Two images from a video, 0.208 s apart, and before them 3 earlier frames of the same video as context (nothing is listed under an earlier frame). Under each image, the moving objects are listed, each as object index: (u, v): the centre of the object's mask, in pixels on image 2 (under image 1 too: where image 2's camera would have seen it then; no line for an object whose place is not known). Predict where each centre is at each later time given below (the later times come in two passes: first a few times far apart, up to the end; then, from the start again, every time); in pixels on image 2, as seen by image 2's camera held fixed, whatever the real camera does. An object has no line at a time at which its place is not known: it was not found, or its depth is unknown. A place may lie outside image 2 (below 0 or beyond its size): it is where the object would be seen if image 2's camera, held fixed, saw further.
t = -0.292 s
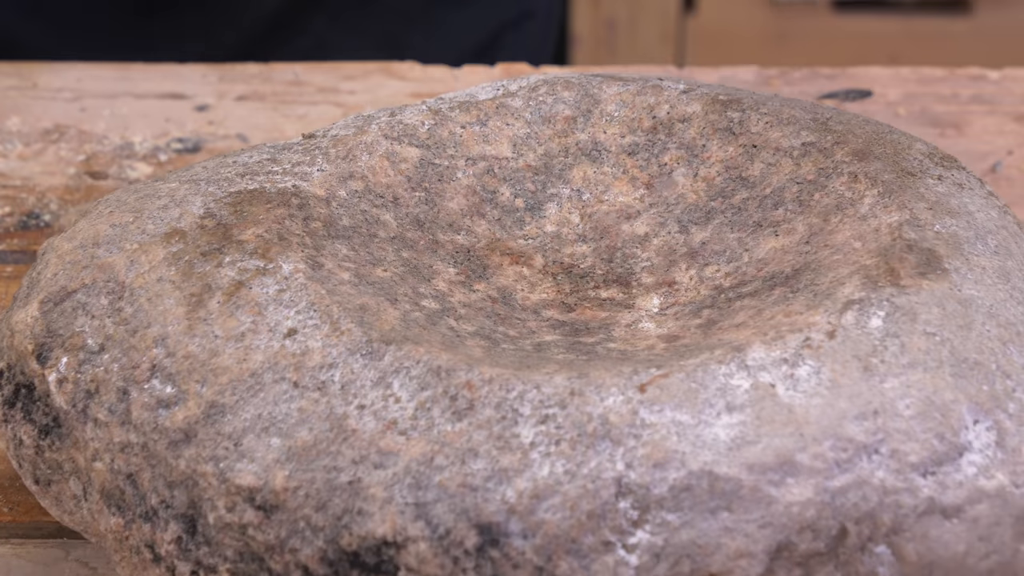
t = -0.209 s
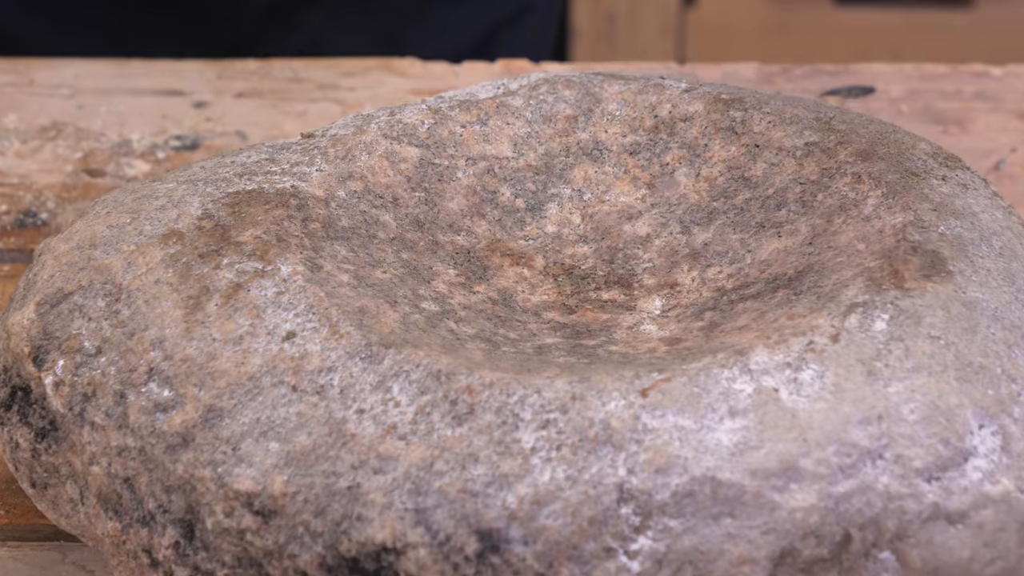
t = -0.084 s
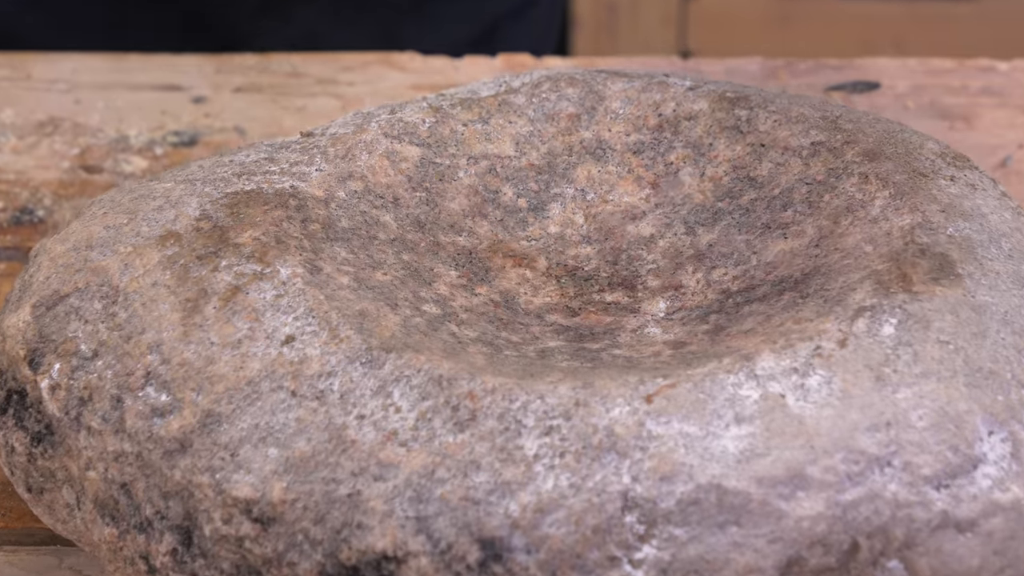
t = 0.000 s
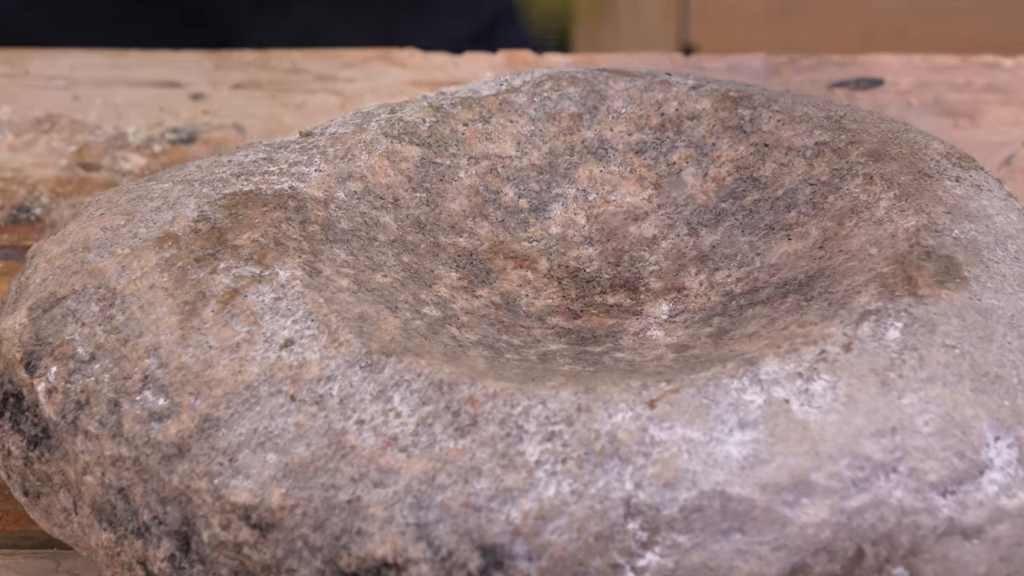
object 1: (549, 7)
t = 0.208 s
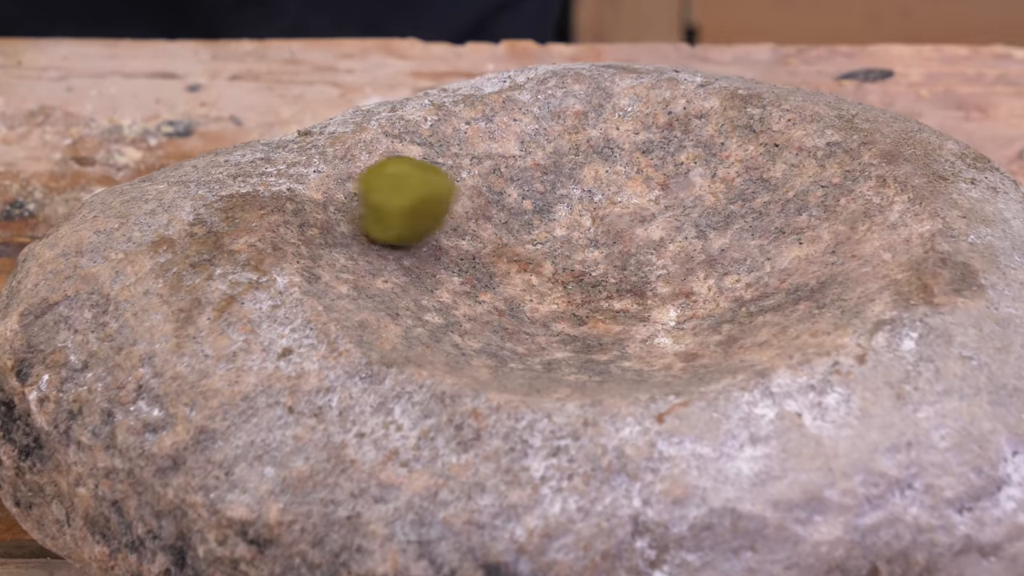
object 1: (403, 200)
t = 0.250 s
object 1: (434, 206)
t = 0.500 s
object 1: (701, 218)
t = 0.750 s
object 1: (541, 257)
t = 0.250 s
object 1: (434, 206)
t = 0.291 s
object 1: (482, 200)
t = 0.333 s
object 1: (531, 216)
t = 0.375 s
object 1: (590, 215)
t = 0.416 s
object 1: (636, 216)
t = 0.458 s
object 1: (678, 221)
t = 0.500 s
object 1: (701, 218)
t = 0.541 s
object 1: (703, 223)
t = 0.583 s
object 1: (685, 240)
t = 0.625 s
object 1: (652, 245)
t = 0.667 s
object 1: (613, 256)
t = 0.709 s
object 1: (579, 257)
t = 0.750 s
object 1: (541, 257)
